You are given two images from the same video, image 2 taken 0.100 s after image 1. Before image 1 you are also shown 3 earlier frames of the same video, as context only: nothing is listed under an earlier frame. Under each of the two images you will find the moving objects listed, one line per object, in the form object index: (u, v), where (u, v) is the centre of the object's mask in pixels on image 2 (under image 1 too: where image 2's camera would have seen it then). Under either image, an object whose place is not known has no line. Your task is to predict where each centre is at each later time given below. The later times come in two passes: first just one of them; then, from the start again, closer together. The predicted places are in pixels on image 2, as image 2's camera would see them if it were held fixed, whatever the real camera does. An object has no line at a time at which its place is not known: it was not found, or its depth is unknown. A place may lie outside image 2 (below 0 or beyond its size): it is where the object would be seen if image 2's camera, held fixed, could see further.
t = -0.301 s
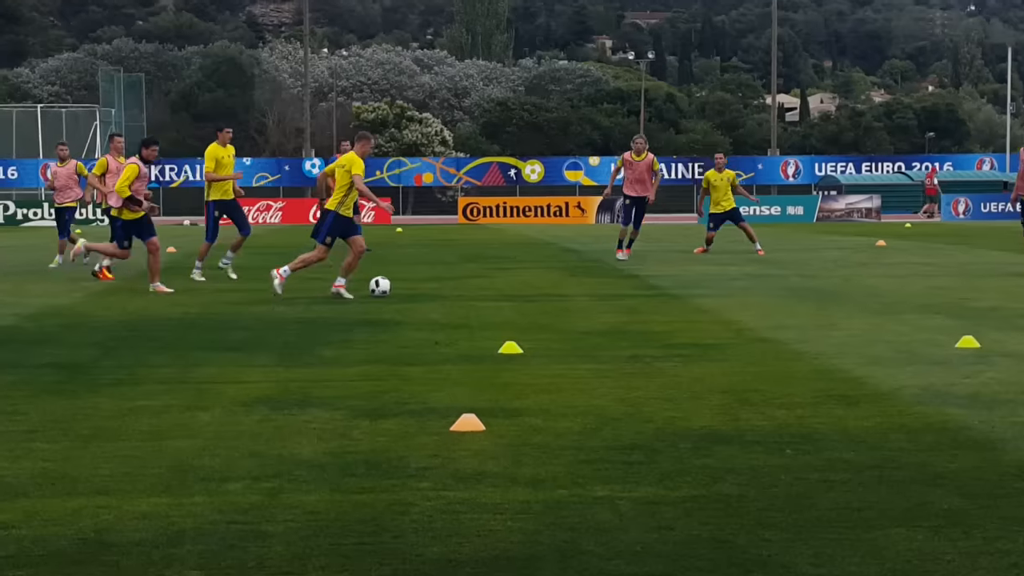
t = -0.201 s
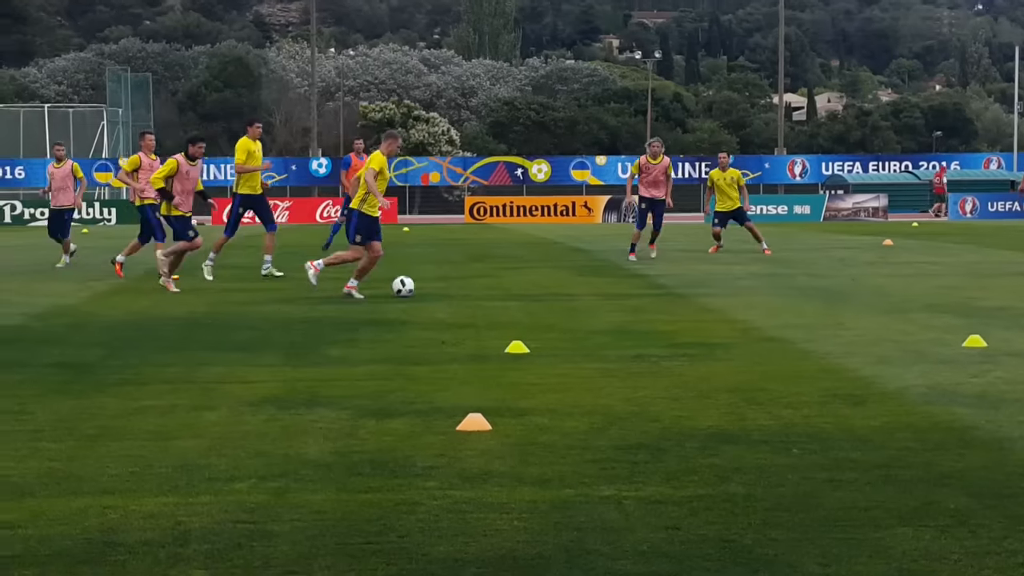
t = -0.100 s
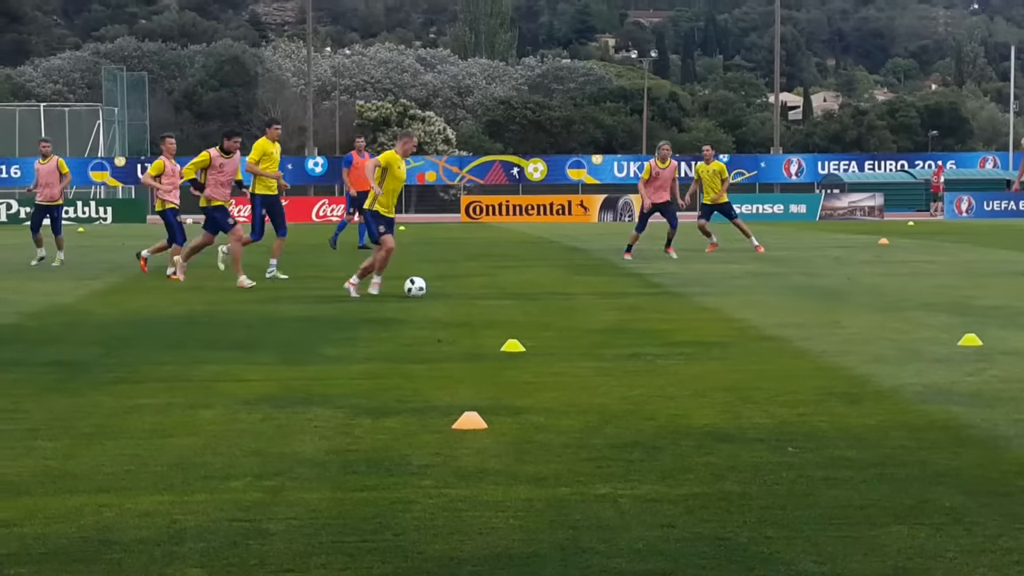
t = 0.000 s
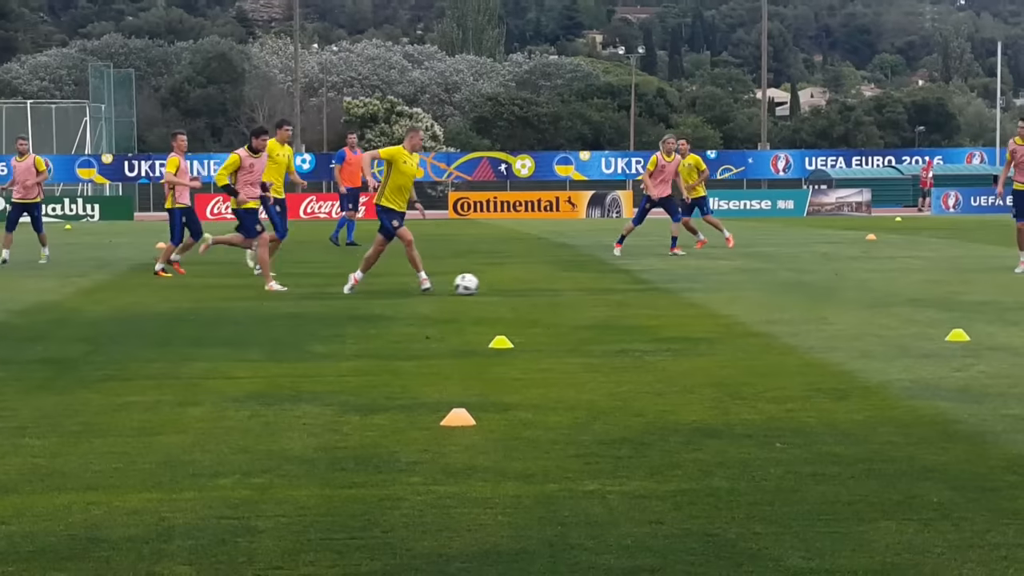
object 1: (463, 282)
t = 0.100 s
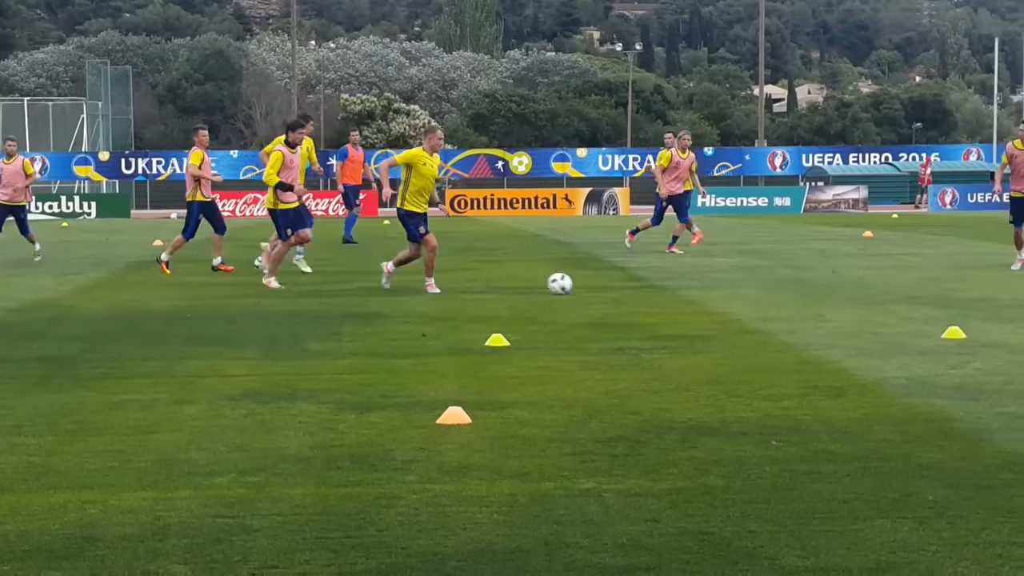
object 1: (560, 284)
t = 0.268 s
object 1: (715, 287)
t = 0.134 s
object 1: (591, 284)
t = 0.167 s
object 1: (622, 284)
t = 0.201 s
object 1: (653, 284)
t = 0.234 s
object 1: (684, 285)
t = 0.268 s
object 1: (715, 287)
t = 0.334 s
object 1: (774, 287)
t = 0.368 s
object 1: (804, 288)
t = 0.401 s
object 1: (833, 289)
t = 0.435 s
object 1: (861, 289)
